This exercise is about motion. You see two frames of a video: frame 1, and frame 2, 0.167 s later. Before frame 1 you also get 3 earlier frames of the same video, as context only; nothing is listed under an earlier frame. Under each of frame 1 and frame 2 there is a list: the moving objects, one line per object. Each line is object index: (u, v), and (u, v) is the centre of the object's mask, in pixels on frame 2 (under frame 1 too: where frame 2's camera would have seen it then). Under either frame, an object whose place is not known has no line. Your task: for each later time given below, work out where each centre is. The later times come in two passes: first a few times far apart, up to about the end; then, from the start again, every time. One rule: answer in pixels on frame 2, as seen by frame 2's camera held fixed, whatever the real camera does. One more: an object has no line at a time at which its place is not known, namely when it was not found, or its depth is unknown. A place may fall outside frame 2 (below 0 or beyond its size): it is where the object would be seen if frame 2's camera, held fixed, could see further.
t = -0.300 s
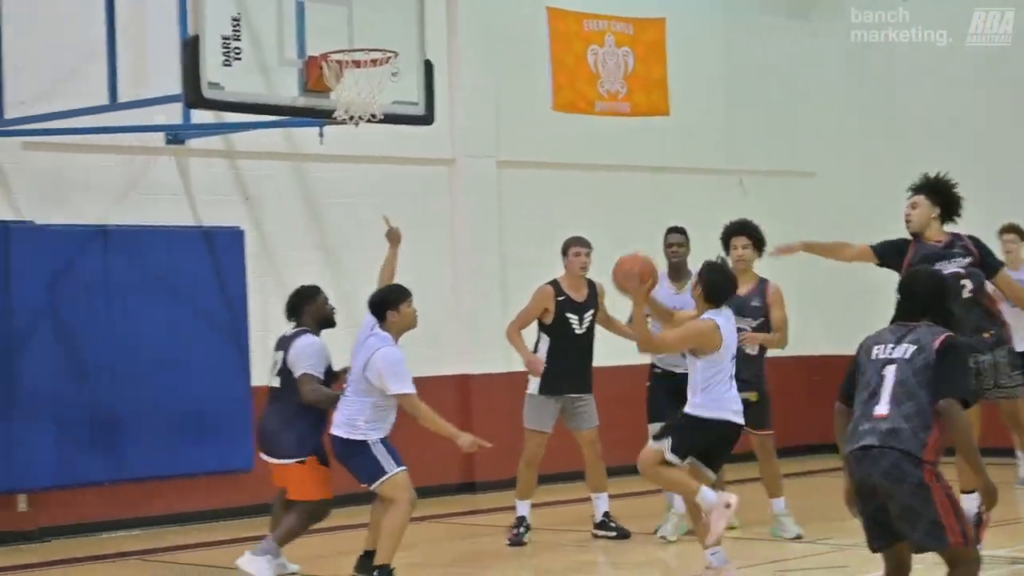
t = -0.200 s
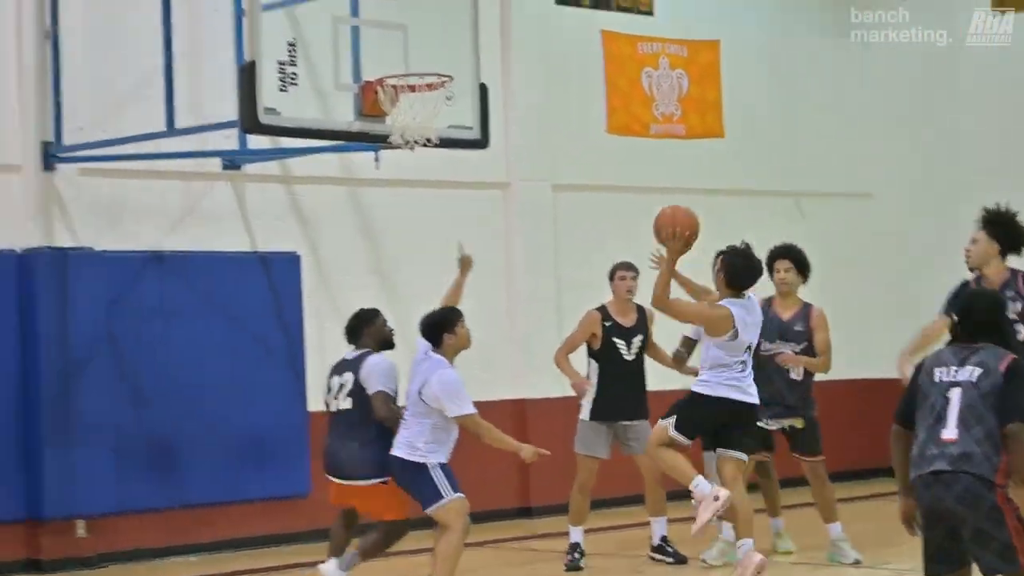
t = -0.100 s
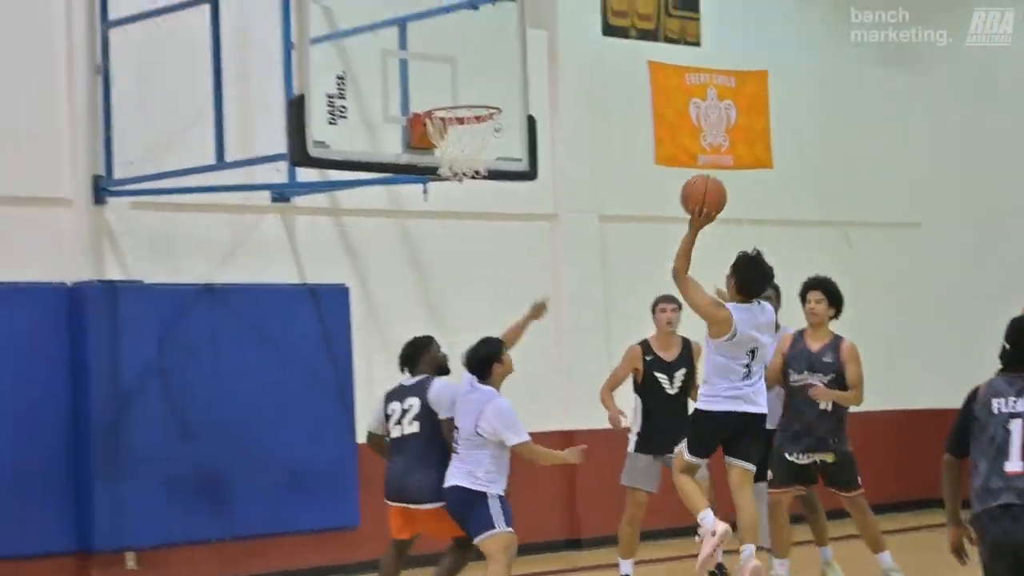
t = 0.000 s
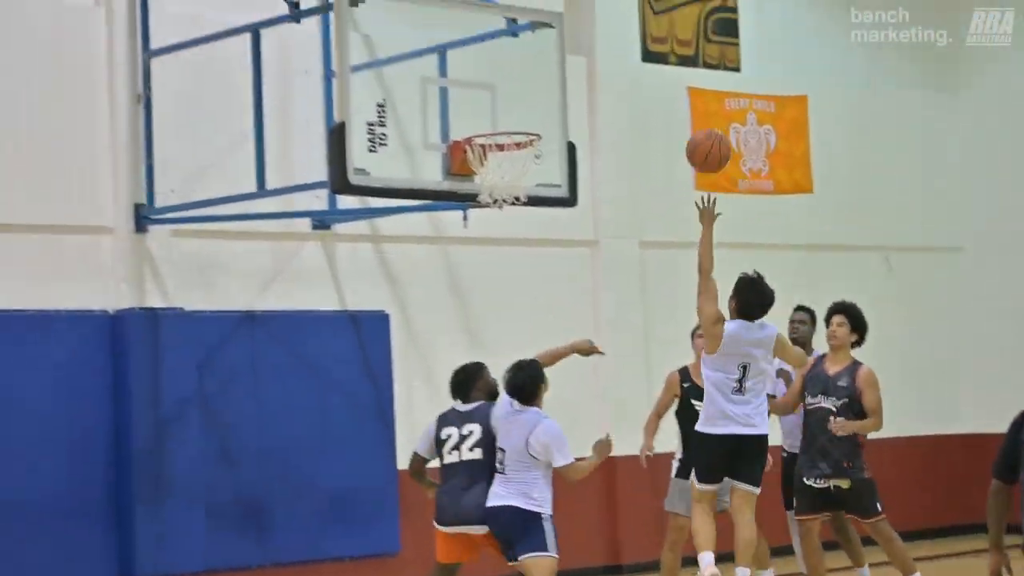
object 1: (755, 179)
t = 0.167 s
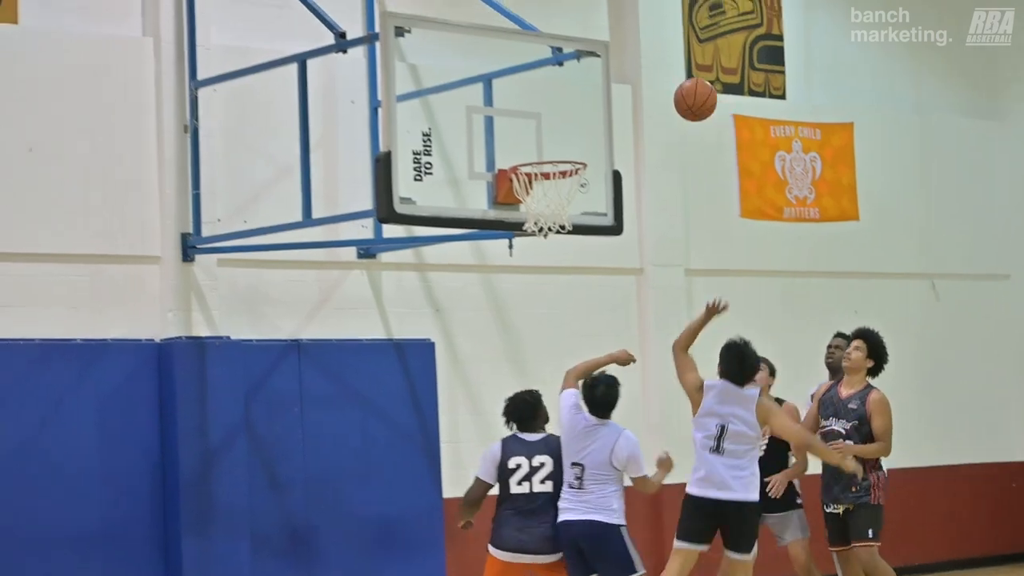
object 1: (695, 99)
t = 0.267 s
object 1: (663, 78)
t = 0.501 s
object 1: (597, 96)
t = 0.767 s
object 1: (538, 186)
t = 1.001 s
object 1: (545, 255)
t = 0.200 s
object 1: (684, 90)
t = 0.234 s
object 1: (673, 83)
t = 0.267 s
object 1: (663, 78)
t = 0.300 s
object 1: (653, 75)
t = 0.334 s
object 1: (643, 74)
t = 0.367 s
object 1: (633, 75)
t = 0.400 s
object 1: (624, 77)
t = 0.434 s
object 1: (615, 82)
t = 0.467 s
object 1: (606, 88)
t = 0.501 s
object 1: (597, 96)
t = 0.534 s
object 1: (588, 106)
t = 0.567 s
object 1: (581, 117)
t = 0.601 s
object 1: (573, 130)
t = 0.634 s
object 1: (565, 143)
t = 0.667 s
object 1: (558, 152)
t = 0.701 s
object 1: (551, 163)
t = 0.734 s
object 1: (544, 174)
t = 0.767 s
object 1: (538, 186)
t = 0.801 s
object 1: (538, 193)
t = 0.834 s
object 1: (539, 202)
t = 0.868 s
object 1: (540, 211)
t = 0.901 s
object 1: (541, 219)
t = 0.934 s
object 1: (542, 229)
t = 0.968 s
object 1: (544, 241)
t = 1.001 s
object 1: (545, 255)
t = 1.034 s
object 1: (547, 270)
